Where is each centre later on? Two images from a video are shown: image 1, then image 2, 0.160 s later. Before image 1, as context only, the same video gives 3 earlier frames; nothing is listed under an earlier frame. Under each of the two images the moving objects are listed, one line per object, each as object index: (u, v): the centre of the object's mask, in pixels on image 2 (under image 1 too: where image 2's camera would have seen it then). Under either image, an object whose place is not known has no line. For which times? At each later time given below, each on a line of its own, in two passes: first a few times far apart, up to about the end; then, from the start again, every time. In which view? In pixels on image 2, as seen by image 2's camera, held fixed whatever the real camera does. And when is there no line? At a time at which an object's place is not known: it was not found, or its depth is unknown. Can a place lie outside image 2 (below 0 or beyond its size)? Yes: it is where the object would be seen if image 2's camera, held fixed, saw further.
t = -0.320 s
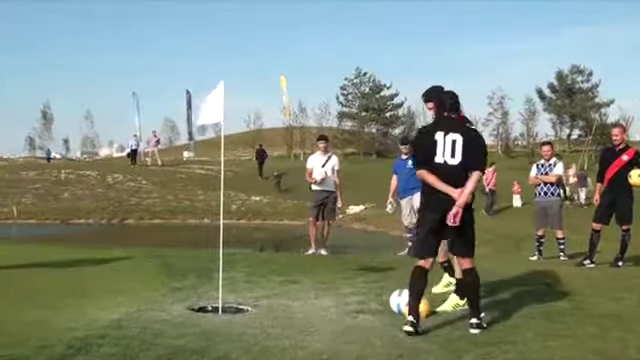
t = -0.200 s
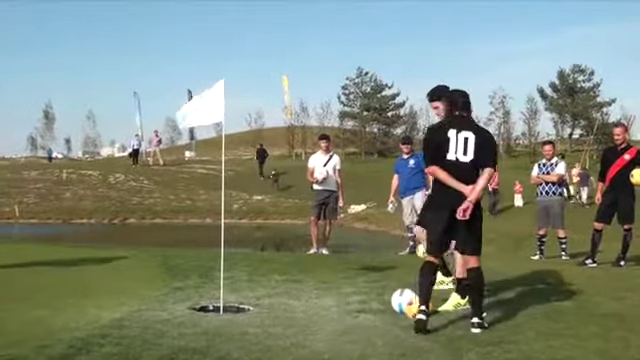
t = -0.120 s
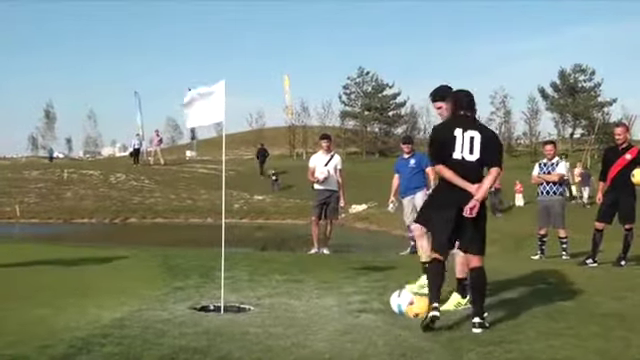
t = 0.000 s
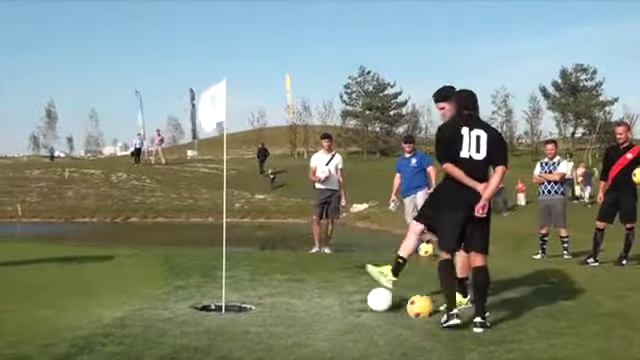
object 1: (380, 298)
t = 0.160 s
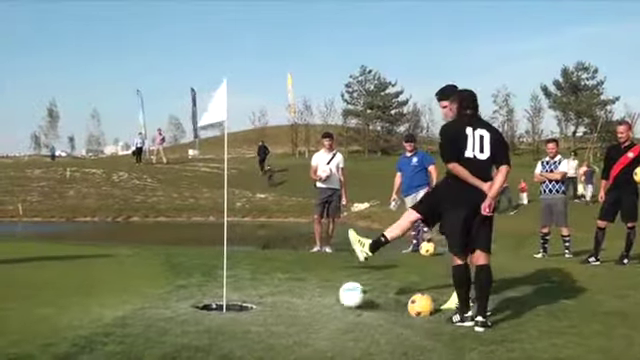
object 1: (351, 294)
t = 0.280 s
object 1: (332, 295)
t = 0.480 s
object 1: (300, 293)
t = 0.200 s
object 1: (344, 294)
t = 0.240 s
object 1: (338, 296)
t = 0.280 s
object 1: (332, 295)
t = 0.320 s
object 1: (325, 294)
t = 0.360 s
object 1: (318, 294)
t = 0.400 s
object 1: (313, 293)
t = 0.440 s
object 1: (306, 293)
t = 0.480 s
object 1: (300, 293)
